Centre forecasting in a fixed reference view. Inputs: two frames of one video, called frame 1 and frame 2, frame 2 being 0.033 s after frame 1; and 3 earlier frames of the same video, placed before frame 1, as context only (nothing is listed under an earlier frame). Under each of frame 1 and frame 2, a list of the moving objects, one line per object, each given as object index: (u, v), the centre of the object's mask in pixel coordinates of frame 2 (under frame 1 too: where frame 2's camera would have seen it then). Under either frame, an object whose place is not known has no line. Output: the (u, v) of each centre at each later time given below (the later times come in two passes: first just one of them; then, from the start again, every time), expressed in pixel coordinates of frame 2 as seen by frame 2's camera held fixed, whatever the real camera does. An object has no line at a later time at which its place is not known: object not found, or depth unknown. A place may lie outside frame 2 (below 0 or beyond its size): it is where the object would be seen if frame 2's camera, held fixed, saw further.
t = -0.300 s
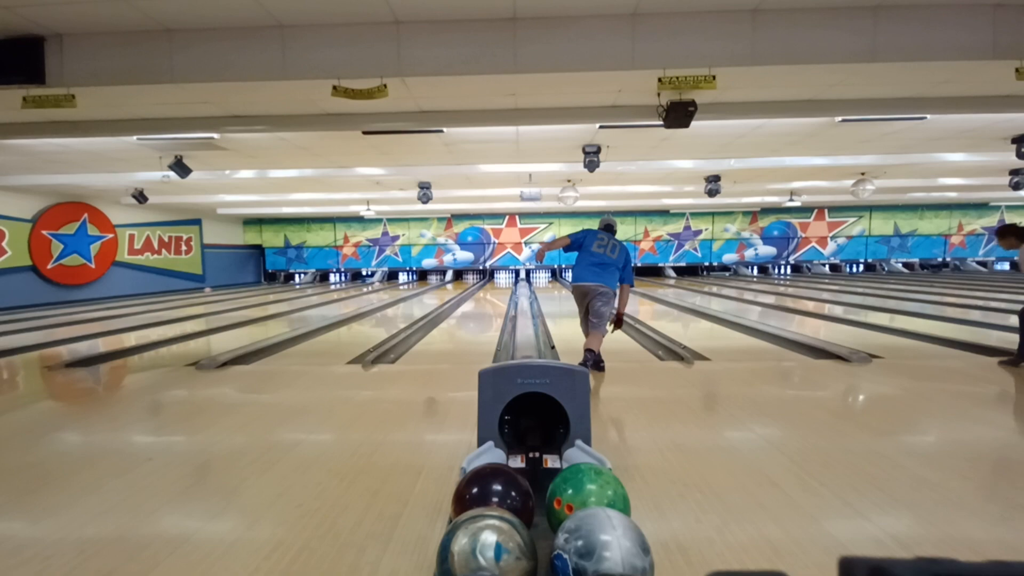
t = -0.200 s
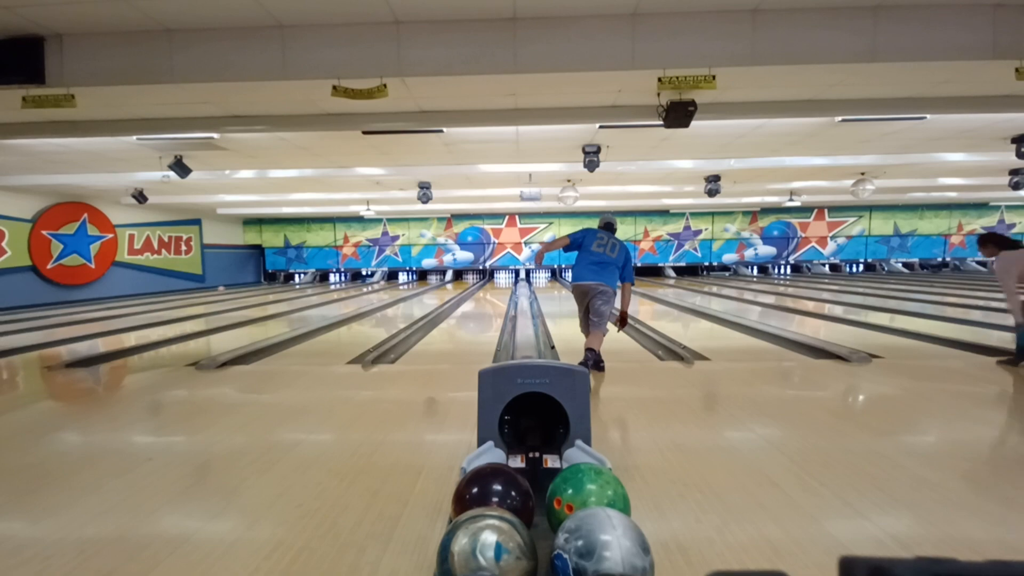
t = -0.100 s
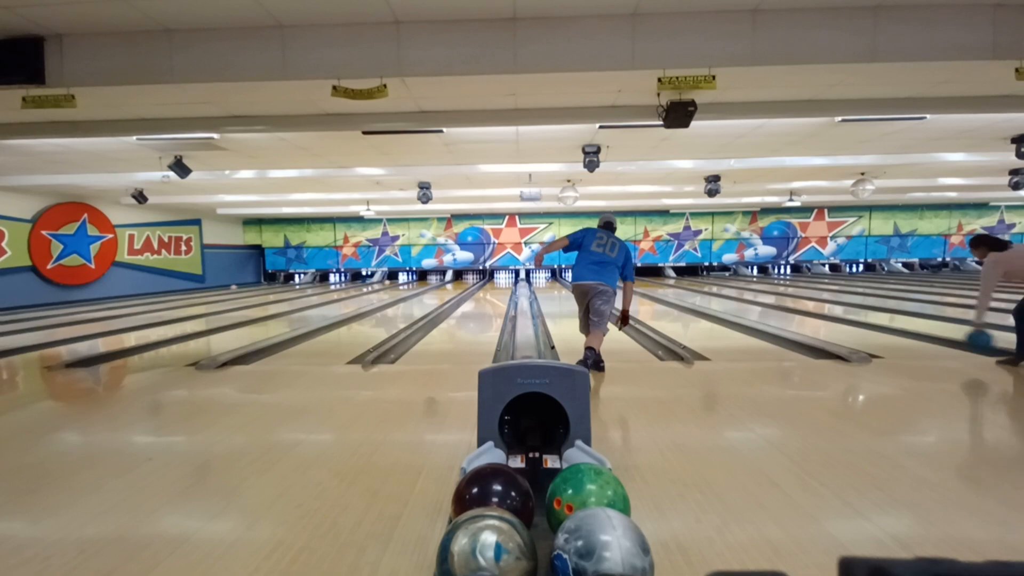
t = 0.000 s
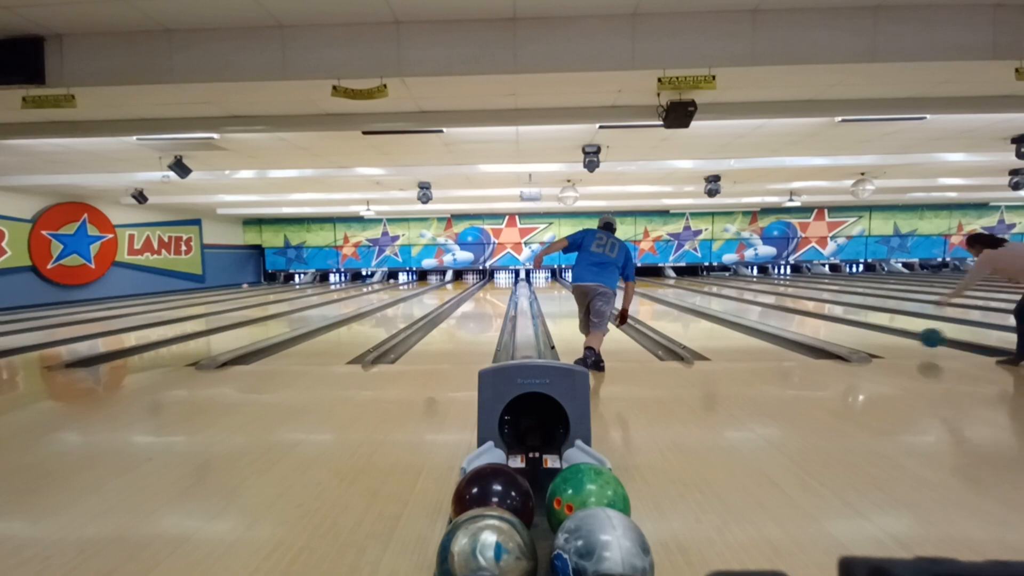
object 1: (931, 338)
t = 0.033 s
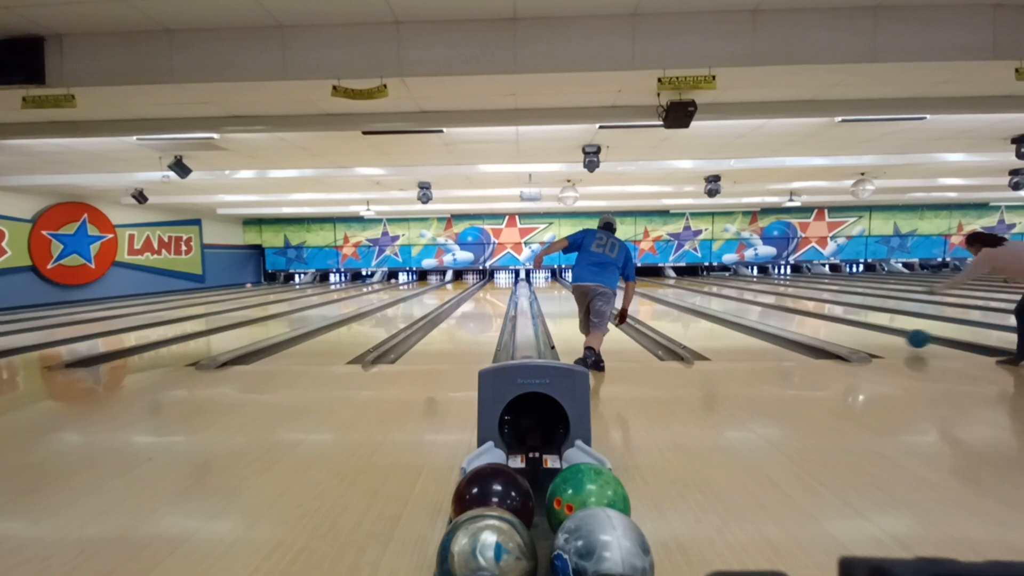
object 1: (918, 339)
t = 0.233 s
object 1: (851, 328)
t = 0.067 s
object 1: (904, 339)
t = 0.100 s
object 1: (893, 336)
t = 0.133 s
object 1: (881, 334)
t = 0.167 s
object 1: (870, 332)
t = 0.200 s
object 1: (860, 329)
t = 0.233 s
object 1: (851, 328)
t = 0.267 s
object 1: (842, 326)
